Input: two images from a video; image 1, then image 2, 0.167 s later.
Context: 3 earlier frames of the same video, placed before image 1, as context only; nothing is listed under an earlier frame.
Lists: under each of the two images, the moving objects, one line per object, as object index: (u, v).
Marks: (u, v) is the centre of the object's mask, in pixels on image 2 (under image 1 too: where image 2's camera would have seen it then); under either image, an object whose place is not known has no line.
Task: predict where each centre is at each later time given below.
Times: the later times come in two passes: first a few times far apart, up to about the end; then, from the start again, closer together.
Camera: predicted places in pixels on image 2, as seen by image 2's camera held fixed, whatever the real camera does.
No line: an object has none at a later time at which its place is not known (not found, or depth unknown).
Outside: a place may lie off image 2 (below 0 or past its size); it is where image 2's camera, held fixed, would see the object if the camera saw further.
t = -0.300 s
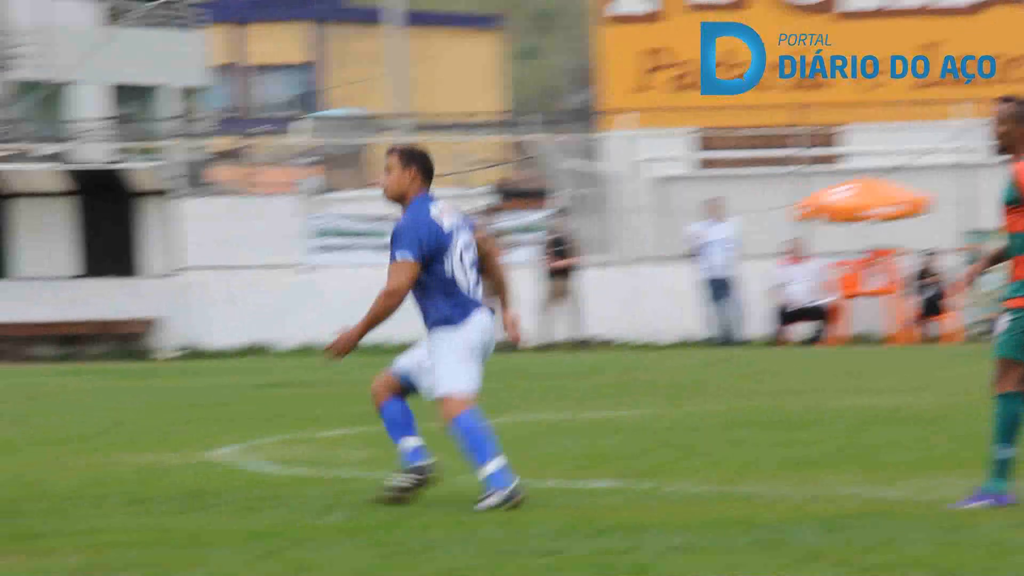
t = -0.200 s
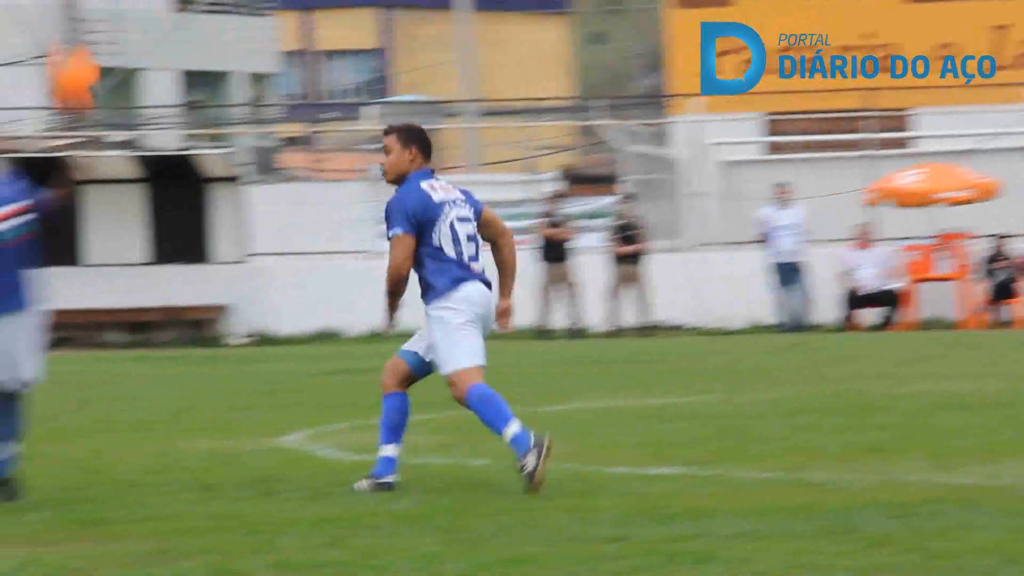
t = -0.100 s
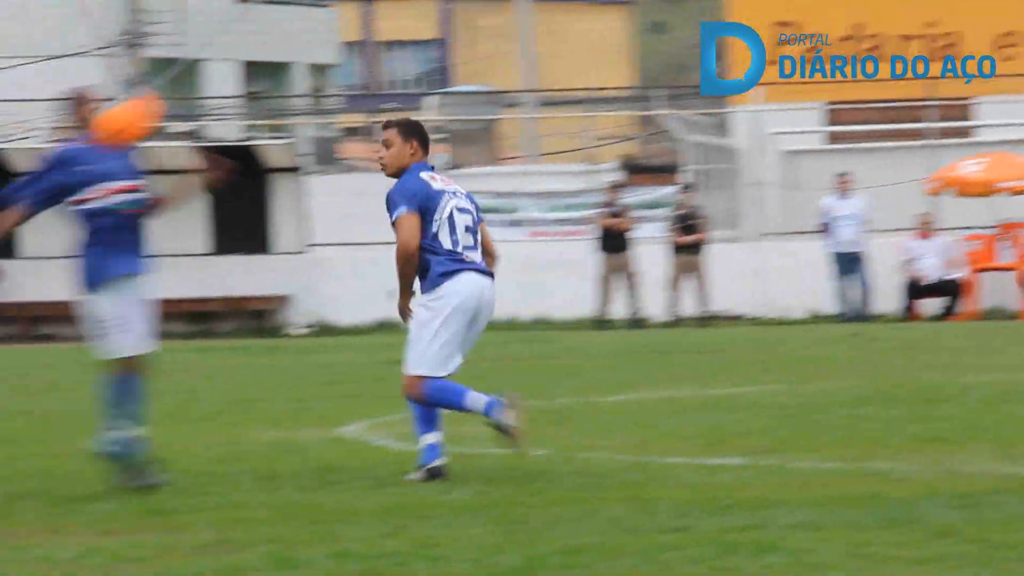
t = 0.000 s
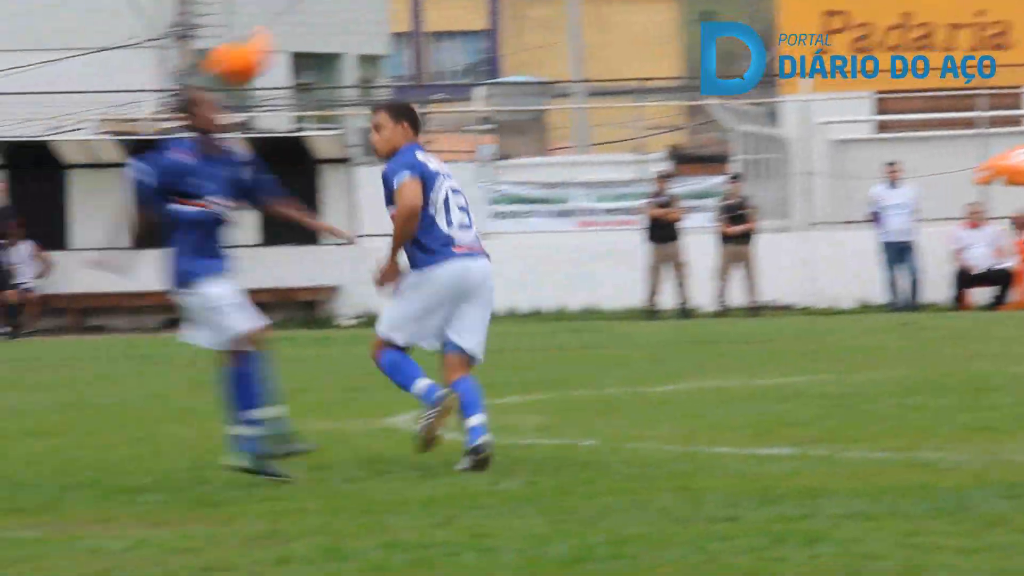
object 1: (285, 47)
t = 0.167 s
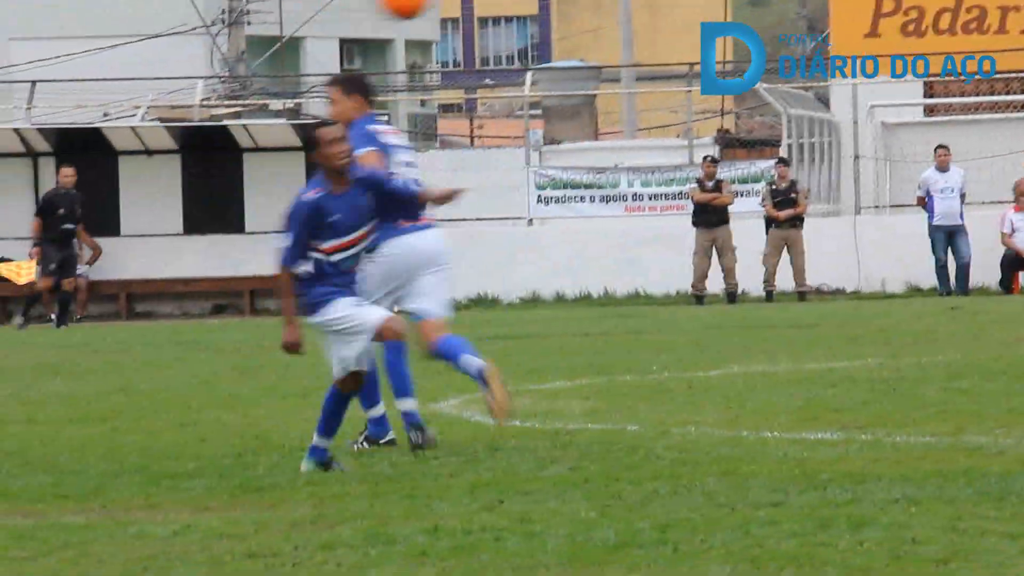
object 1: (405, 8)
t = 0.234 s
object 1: (453, 7)
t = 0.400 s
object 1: (578, 28)
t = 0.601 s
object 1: (747, 191)
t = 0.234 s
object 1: (453, 7)
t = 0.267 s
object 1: (476, 7)
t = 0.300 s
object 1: (504, 7)
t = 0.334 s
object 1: (528, 9)
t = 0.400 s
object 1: (578, 28)
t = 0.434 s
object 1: (605, 48)
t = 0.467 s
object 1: (635, 71)
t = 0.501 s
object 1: (663, 94)
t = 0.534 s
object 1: (688, 119)
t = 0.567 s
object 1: (716, 154)
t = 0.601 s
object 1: (747, 191)
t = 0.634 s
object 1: (775, 225)
